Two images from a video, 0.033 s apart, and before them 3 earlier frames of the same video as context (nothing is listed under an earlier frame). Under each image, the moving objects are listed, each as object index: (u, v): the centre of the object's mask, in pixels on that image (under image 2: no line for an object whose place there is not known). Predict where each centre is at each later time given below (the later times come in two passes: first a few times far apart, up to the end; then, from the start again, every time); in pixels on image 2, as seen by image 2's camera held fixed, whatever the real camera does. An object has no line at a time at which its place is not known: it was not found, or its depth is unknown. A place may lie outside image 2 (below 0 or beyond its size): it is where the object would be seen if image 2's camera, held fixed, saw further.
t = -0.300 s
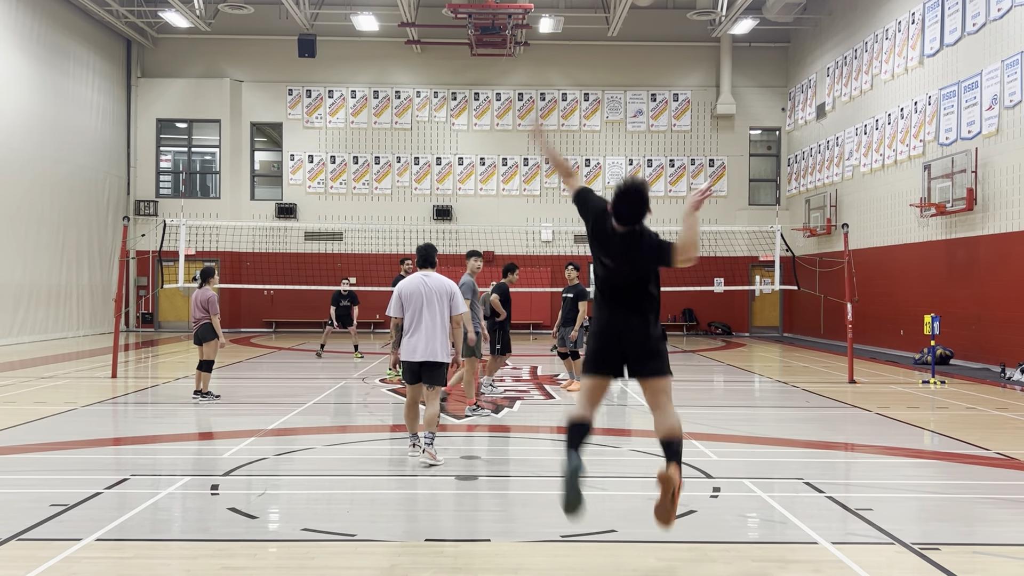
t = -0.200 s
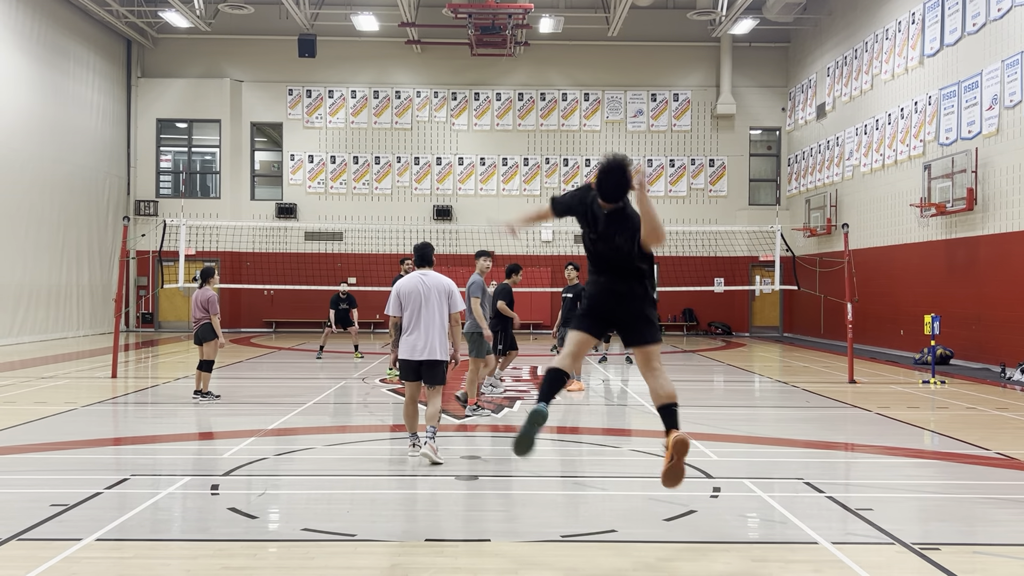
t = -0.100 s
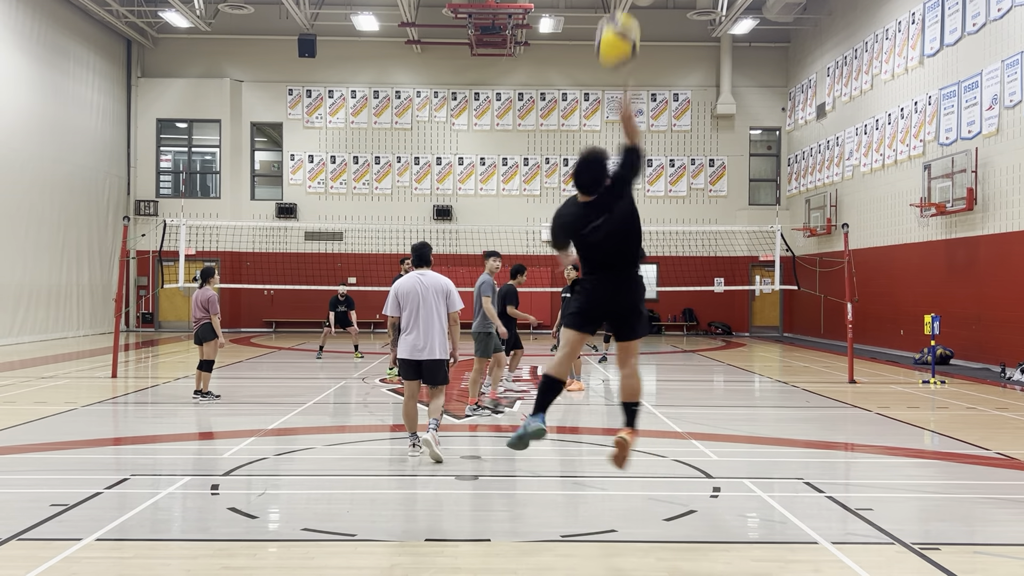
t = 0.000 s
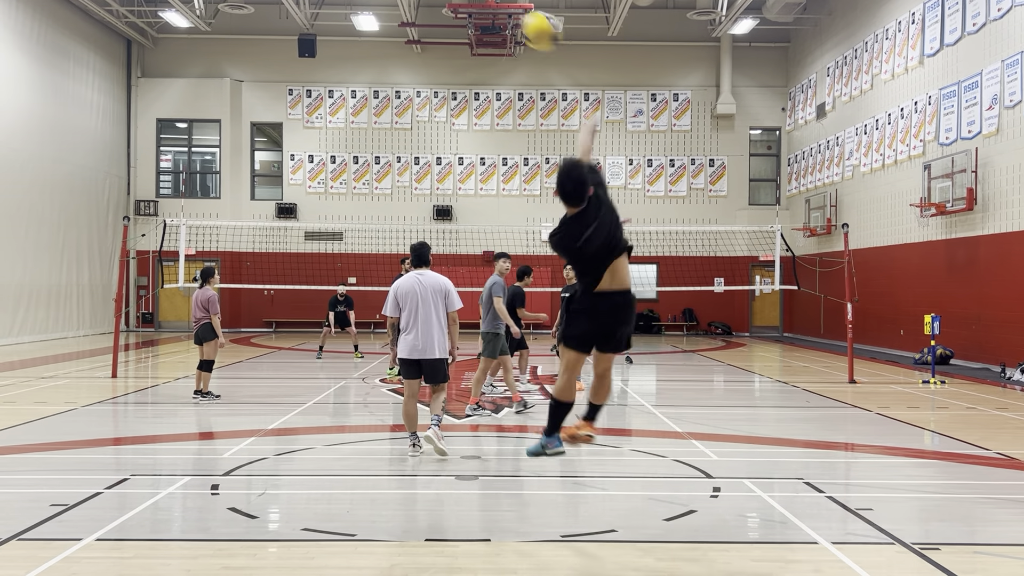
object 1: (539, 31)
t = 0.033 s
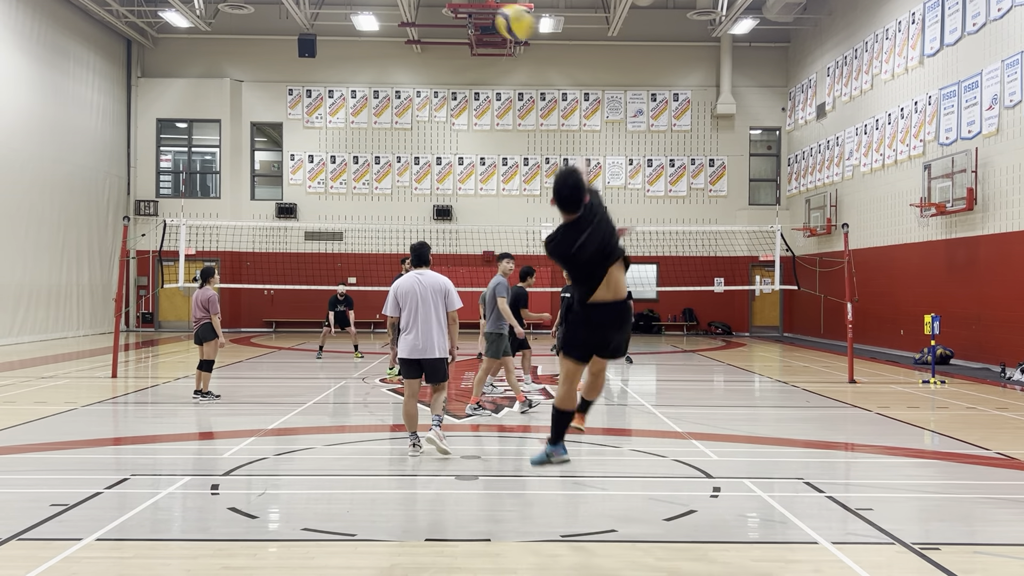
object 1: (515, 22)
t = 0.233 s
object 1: (421, 22)
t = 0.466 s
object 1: (361, 72)
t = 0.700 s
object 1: (323, 144)
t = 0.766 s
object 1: (315, 167)
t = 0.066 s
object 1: (494, 17)
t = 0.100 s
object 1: (476, 15)
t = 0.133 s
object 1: (460, 13)
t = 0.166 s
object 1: (445, 15)
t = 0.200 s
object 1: (431, 18)
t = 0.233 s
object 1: (421, 22)
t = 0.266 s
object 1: (409, 26)
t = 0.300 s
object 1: (400, 33)
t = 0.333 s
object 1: (390, 40)
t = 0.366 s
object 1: (382, 46)
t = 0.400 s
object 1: (374, 55)
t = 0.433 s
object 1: (367, 63)
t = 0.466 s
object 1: (361, 72)
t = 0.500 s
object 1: (355, 80)
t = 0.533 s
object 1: (349, 92)
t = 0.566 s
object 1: (342, 102)
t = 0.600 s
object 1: (338, 112)
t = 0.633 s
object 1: (332, 123)
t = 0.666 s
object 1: (328, 133)
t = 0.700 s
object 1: (323, 144)
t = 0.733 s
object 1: (319, 155)
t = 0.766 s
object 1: (315, 167)
